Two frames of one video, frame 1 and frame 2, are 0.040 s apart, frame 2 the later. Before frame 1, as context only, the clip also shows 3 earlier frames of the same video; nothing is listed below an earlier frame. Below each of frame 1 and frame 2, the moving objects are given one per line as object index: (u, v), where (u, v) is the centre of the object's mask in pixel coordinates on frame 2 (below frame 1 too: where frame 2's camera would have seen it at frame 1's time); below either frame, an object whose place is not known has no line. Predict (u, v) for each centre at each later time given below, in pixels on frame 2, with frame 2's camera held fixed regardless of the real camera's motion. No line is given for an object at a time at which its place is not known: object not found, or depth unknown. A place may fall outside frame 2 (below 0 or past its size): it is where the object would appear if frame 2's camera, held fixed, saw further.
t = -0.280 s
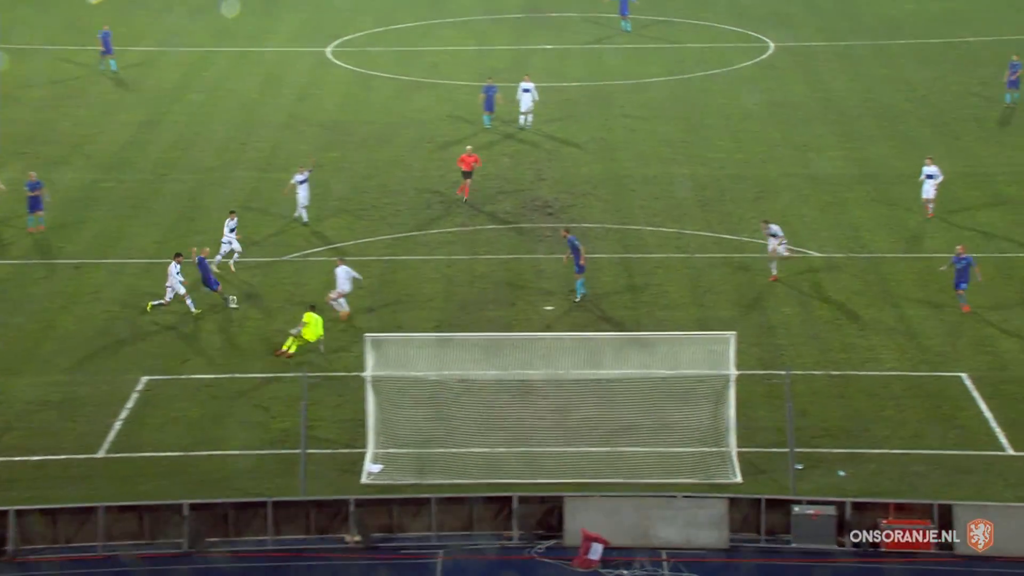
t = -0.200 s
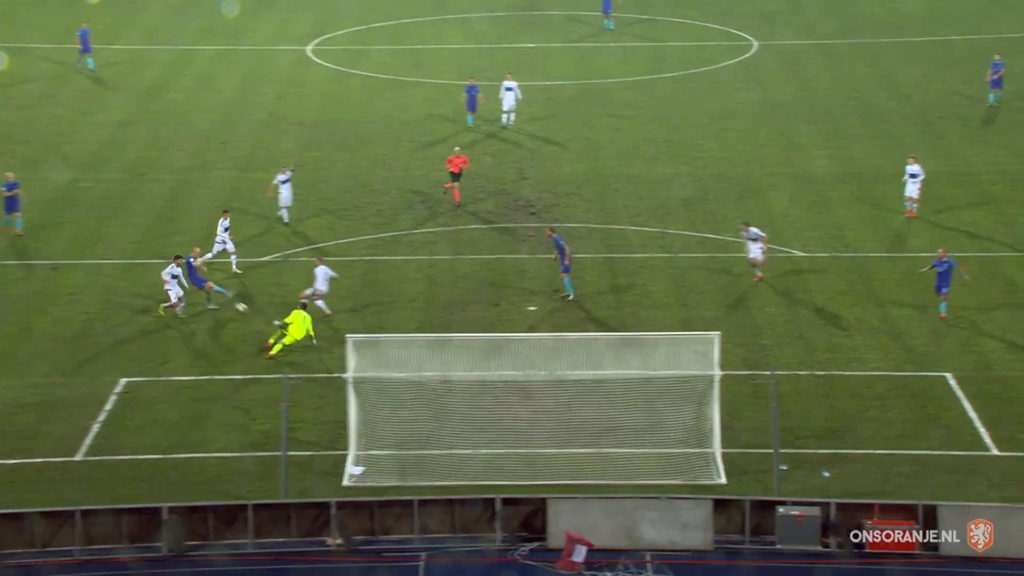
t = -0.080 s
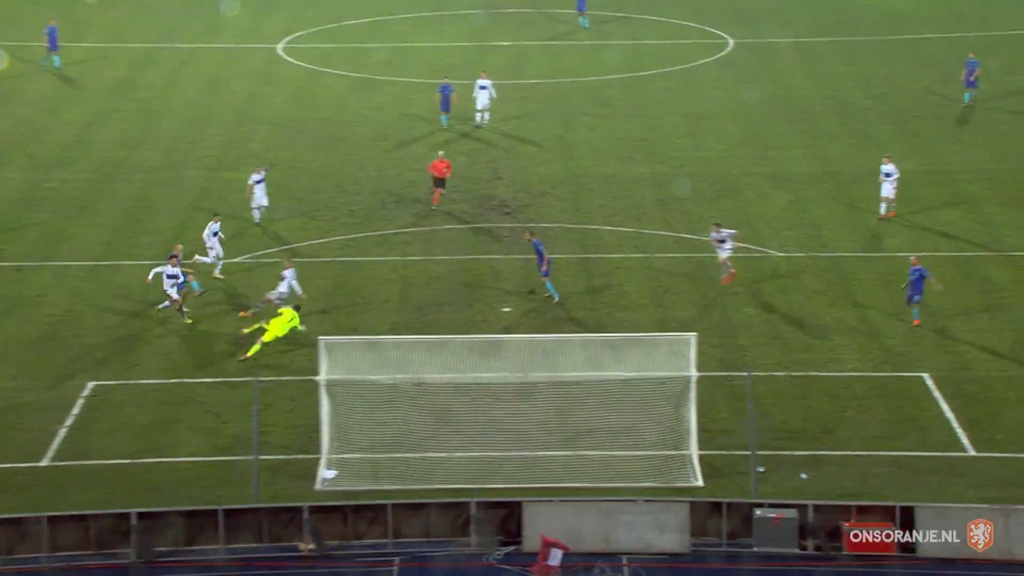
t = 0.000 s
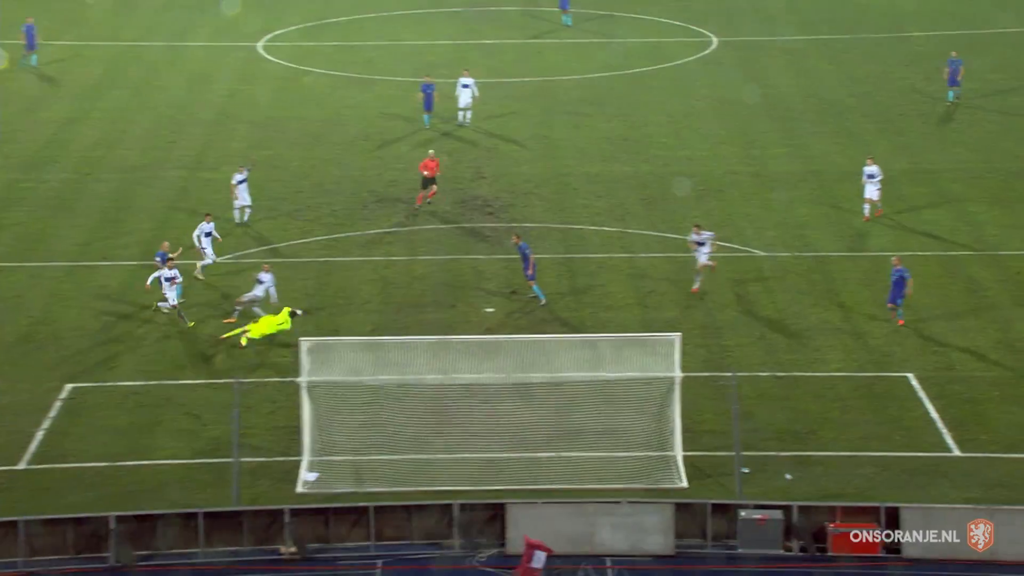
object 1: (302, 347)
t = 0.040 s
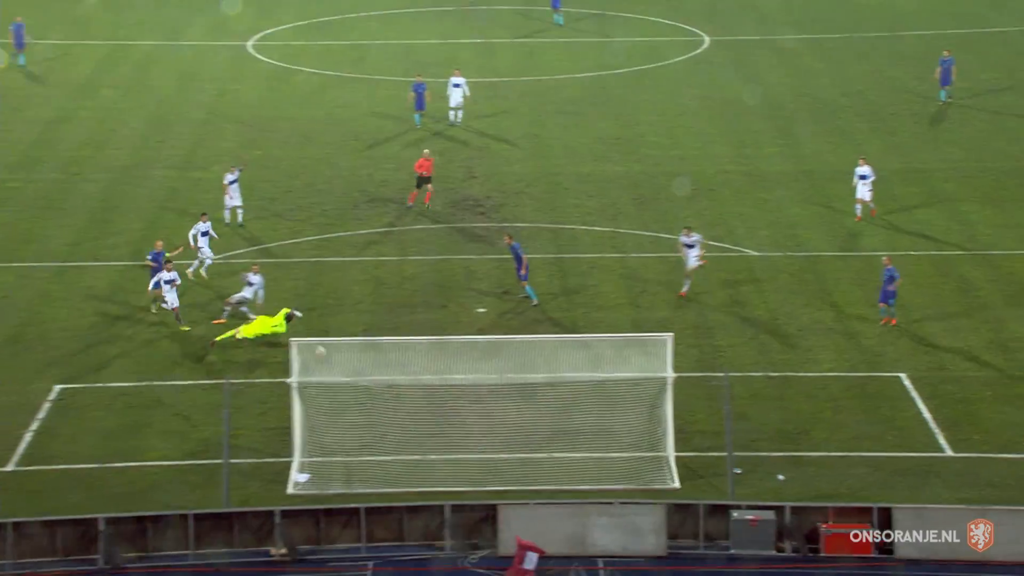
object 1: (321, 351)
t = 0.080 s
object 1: (341, 358)
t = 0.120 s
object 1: (361, 363)
